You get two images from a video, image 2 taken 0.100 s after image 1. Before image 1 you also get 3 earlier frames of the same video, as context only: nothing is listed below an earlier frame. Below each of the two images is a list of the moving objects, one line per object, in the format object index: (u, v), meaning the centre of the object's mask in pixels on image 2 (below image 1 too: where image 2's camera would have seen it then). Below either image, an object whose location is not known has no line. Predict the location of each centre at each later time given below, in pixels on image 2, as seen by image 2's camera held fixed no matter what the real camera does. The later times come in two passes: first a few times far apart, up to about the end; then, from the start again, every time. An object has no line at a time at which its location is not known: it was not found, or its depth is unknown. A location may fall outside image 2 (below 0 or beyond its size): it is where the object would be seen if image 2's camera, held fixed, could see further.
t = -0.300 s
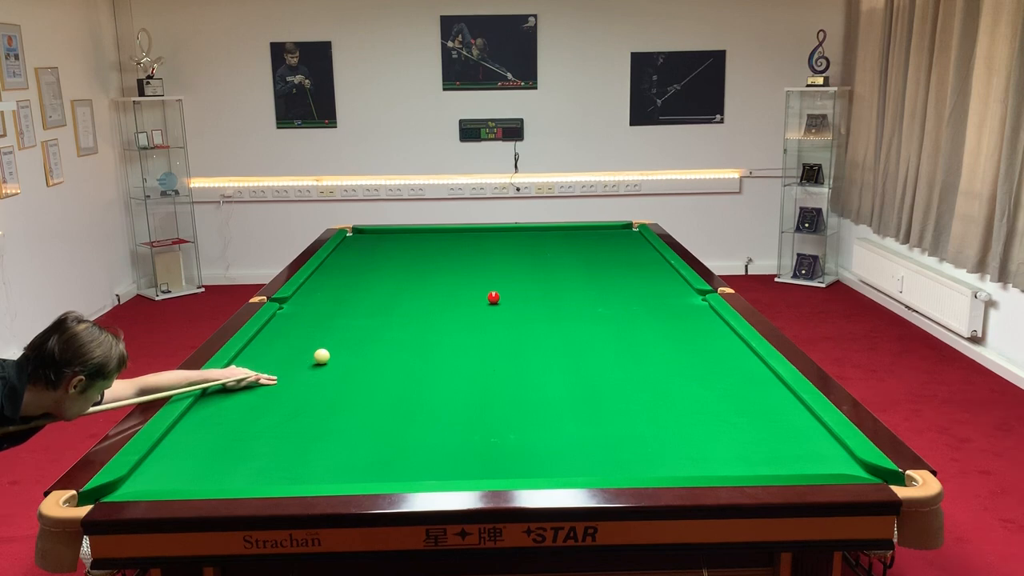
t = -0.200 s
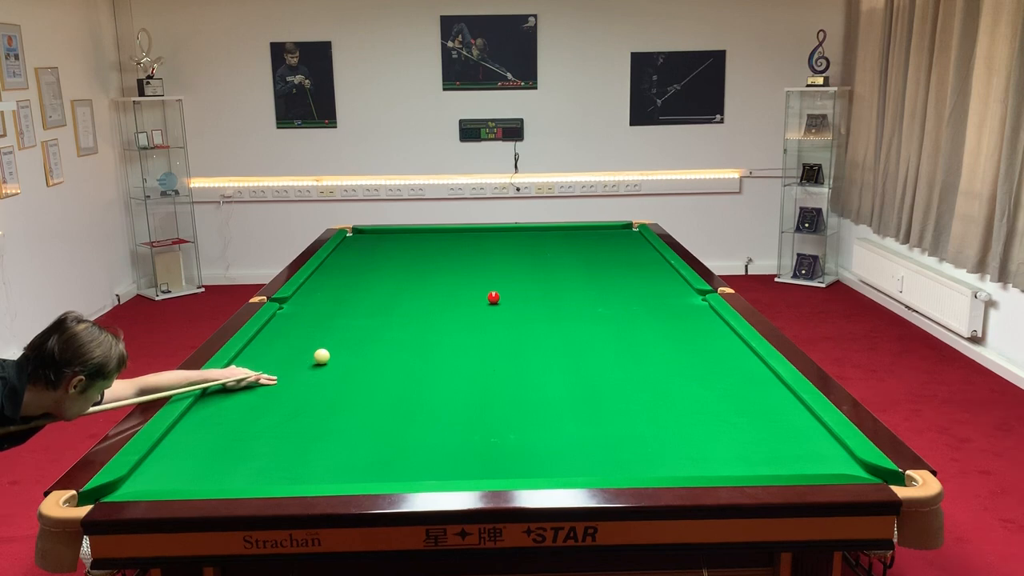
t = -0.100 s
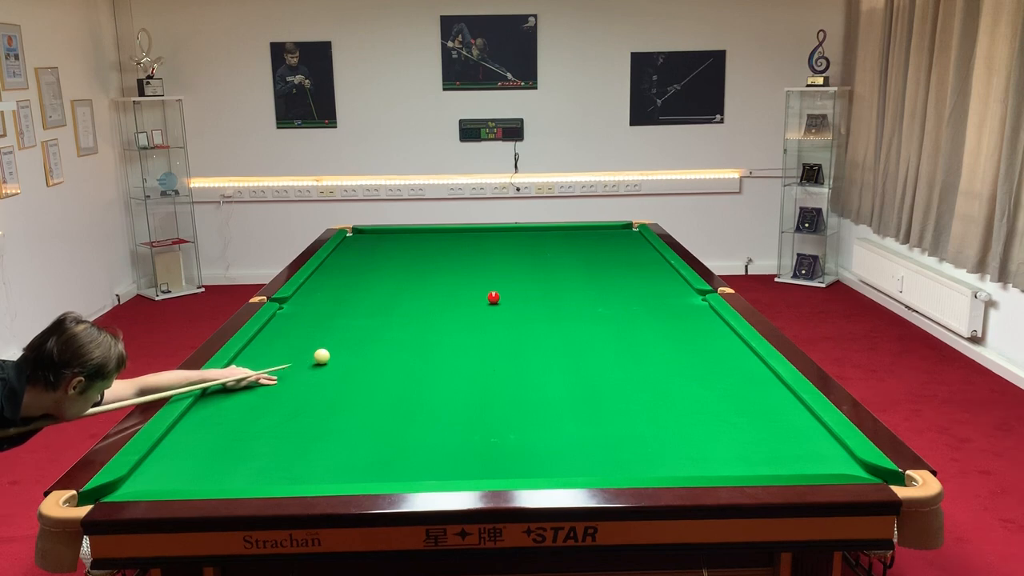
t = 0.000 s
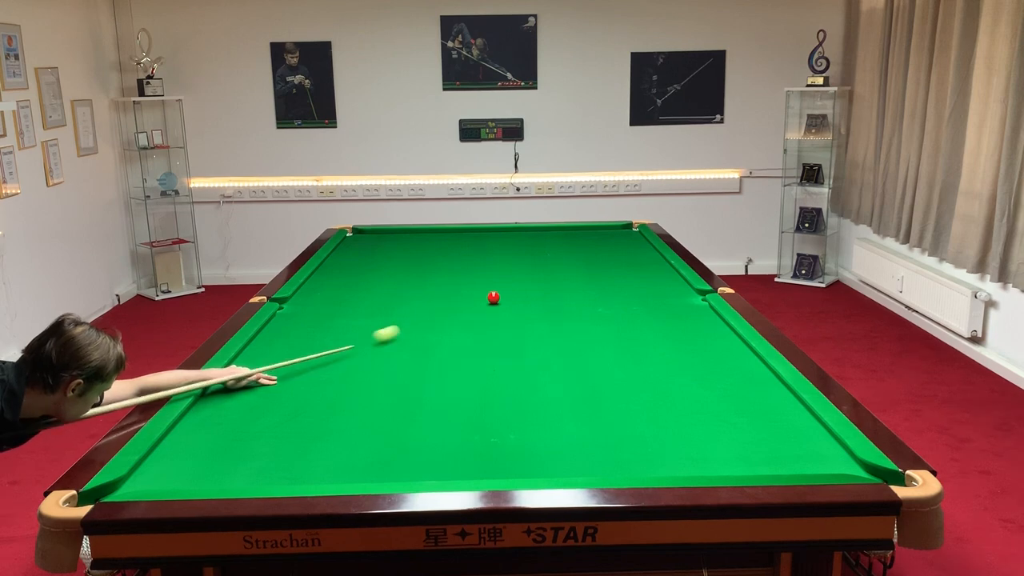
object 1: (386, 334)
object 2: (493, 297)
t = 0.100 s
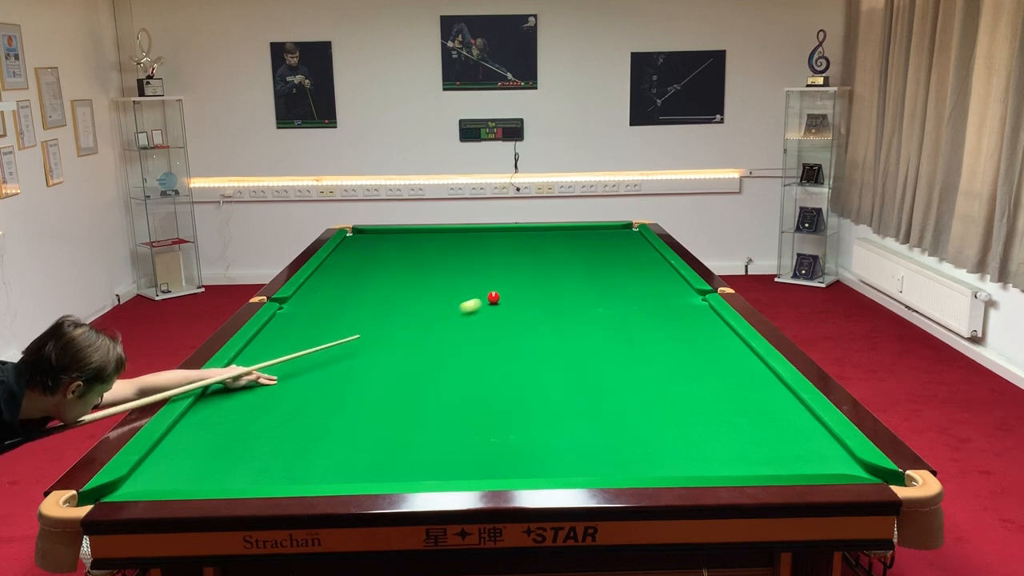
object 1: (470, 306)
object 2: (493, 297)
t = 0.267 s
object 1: (517, 301)
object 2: (548, 269)
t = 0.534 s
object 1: (561, 302)
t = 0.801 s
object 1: (604, 304)
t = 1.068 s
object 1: (647, 305)
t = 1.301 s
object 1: (683, 305)
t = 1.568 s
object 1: (693, 308)
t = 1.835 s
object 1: (673, 310)
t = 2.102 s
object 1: (653, 313)
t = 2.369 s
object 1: (635, 314)
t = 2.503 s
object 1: (626, 316)
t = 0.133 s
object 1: (490, 300)
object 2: (499, 294)
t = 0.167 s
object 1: (497, 300)
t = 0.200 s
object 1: (504, 301)
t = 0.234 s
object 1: (510, 301)
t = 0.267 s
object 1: (517, 301)
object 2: (548, 269)
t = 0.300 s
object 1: (522, 301)
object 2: (559, 263)
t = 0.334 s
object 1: (528, 302)
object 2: (569, 258)
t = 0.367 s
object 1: (533, 302)
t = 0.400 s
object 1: (539, 302)
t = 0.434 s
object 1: (544, 302)
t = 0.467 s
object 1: (550, 302)
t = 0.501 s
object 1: (555, 302)
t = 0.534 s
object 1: (561, 302)
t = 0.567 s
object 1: (566, 302)
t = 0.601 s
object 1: (572, 303)
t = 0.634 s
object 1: (577, 303)
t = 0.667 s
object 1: (582, 303)
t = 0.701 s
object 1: (588, 303)
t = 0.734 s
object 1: (593, 303)
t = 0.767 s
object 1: (599, 303)
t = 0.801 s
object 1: (604, 304)
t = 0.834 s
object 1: (610, 304)
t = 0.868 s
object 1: (615, 304)
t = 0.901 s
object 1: (620, 304)
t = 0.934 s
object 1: (625, 304)
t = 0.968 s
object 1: (631, 304)
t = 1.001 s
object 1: (636, 304)
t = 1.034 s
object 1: (641, 305)
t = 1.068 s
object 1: (647, 305)
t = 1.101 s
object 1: (652, 305)
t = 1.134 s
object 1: (657, 305)
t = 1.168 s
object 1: (662, 305)
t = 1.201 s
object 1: (668, 305)
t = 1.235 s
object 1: (673, 305)
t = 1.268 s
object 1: (678, 305)
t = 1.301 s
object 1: (683, 305)
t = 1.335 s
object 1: (689, 306)
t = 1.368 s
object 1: (694, 306)
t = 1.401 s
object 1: (699, 306)
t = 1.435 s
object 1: (704, 306)
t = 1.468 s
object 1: (702, 306)
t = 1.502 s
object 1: (699, 307)
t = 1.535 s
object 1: (696, 307)
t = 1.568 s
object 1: (693, 308)
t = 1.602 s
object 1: (691, 308)
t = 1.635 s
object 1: (688, 308)
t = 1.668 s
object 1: (686, 309)
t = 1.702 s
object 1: (683, 309)
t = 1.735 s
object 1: (680, 309)
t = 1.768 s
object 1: (678, 309)
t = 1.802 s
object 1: (675, 310)
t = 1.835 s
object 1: (673, 310)
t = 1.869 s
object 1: (670, 310)
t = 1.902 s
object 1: (668, 311)
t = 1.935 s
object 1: (666, 311)
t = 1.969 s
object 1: (663, 311)
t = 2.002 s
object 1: (660, 312)
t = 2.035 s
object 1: (658, 312)
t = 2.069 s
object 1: (656, 312)
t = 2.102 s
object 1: (653, 313)
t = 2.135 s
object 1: (651, 313)
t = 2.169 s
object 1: (648, 313)
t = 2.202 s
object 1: (646, 313)
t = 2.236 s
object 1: (644, 314)
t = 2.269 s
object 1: (641, 314)
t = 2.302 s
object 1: (639, 314)
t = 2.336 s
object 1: (637, 314)
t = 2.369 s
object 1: (635, 314)
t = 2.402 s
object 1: (632, 315)
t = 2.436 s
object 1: (630, 315)
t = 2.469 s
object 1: (628, 315)
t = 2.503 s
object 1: (626, 316)
